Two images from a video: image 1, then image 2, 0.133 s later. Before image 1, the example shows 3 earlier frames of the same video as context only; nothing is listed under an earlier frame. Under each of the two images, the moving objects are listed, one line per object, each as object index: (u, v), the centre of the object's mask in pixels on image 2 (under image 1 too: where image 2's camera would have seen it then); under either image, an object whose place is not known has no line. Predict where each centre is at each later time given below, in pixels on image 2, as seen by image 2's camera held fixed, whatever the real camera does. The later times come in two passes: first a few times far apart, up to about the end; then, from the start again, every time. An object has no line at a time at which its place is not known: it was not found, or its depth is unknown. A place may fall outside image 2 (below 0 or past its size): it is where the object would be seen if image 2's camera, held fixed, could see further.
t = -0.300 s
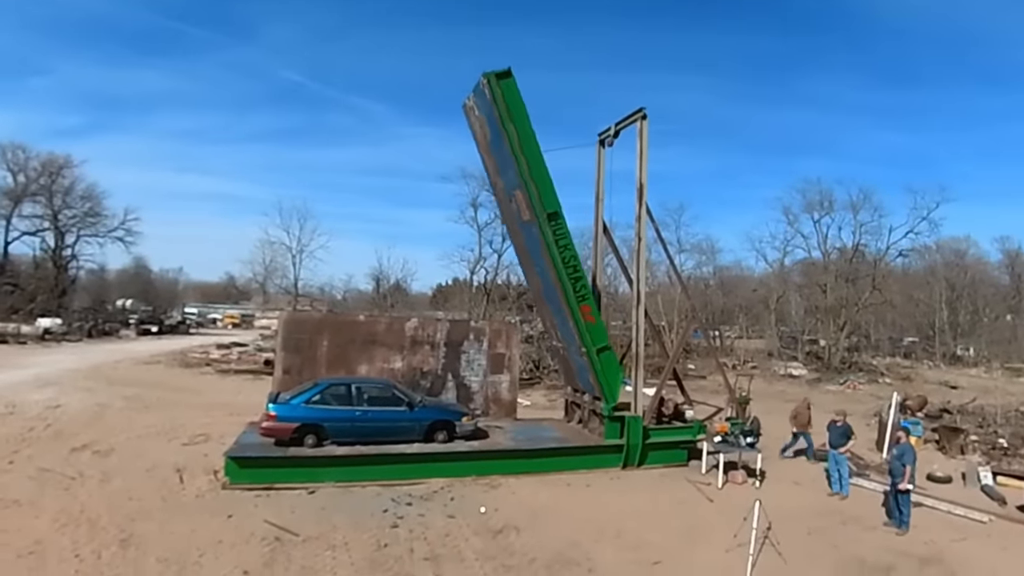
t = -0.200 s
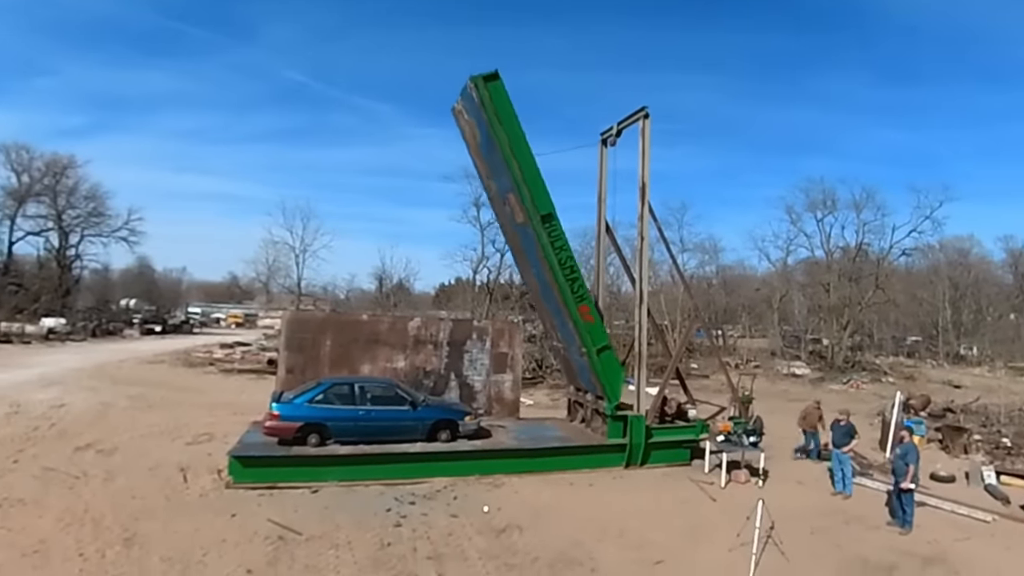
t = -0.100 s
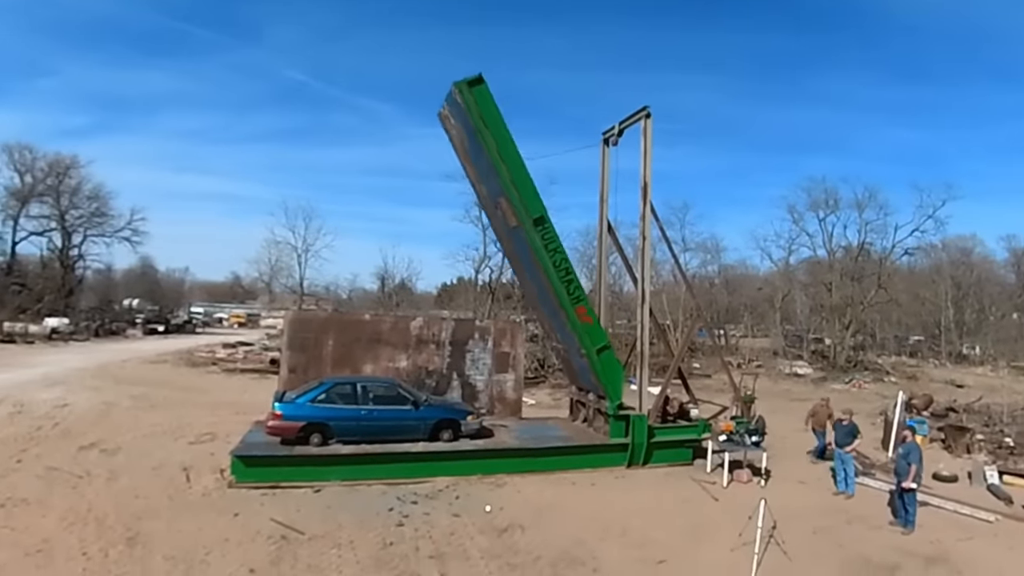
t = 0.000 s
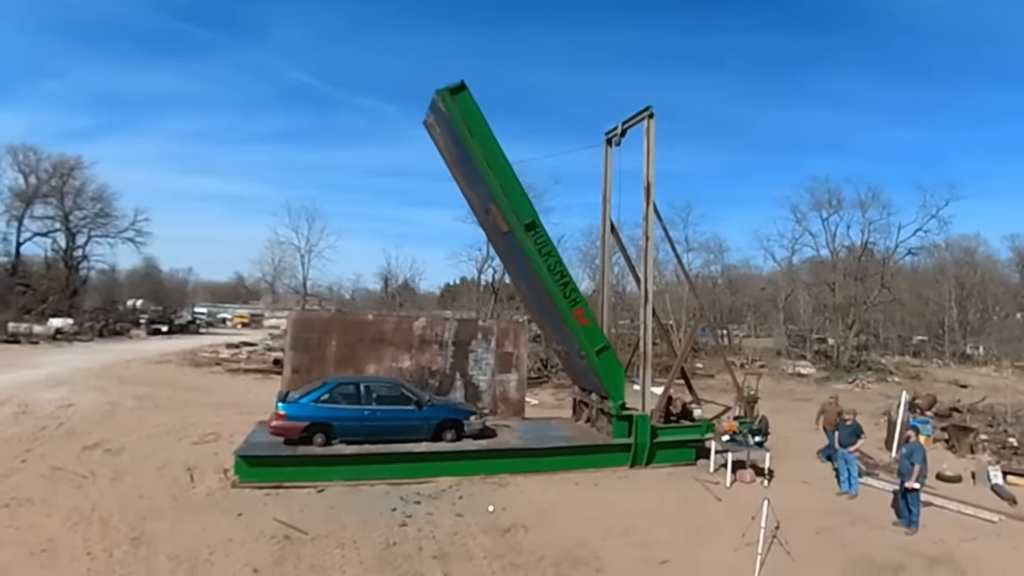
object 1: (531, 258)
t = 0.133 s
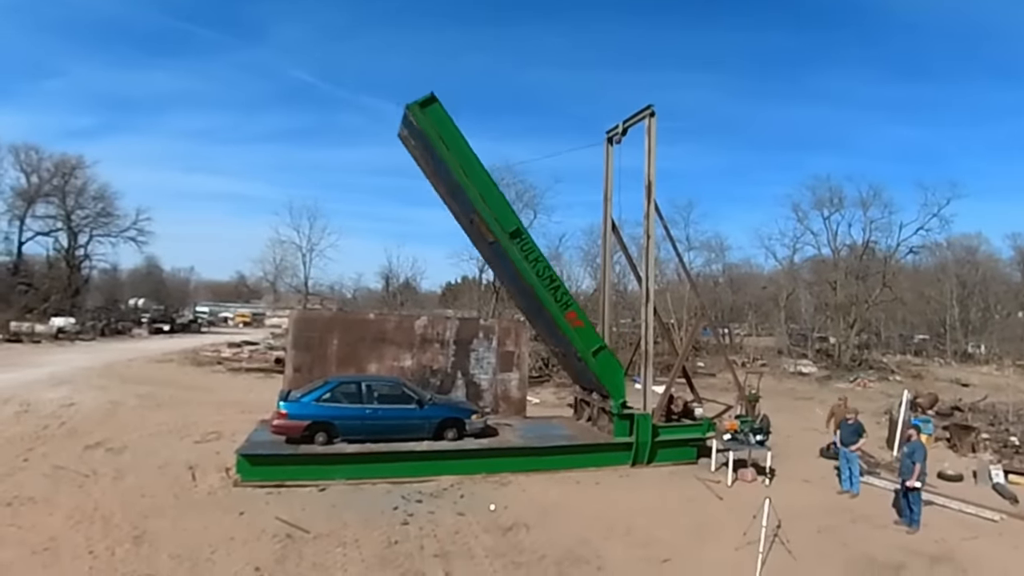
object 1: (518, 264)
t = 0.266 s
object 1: (503, 274)
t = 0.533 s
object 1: (469, 307)
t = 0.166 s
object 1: (515, 266)
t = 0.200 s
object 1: (510, 268)
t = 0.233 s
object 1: (507, 271)
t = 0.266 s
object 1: (503, 274)
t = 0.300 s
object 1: (499, 278)
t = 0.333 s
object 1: (494, 279)
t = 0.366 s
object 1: (490, 283)
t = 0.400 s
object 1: (485, 287)
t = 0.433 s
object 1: (481, 291)
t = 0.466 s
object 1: (476, 295)
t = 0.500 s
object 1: (472, 301)
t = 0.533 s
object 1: (469, 307)
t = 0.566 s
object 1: (465, 313)
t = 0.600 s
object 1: (461, 321)
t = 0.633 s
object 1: (457, 328)
